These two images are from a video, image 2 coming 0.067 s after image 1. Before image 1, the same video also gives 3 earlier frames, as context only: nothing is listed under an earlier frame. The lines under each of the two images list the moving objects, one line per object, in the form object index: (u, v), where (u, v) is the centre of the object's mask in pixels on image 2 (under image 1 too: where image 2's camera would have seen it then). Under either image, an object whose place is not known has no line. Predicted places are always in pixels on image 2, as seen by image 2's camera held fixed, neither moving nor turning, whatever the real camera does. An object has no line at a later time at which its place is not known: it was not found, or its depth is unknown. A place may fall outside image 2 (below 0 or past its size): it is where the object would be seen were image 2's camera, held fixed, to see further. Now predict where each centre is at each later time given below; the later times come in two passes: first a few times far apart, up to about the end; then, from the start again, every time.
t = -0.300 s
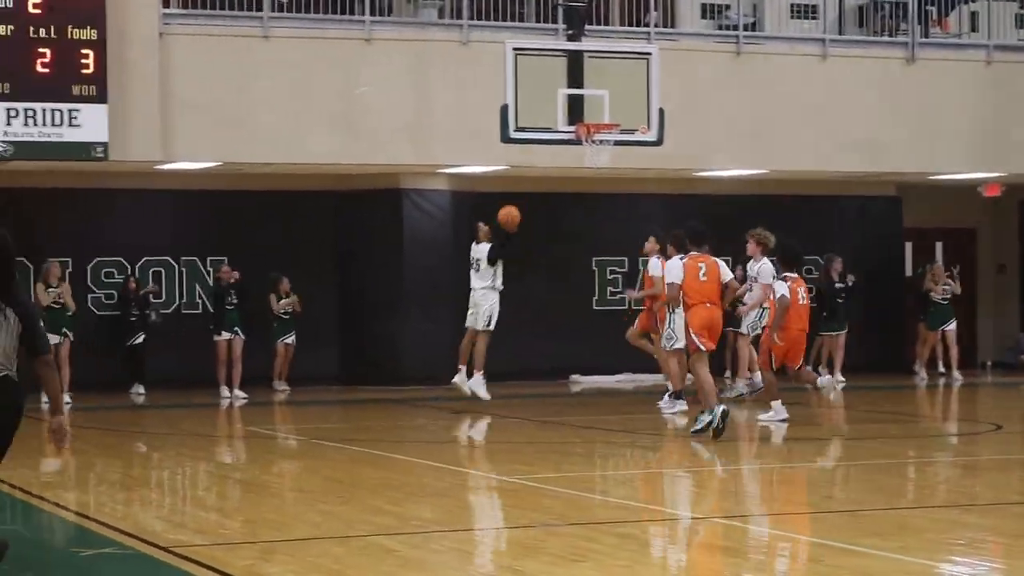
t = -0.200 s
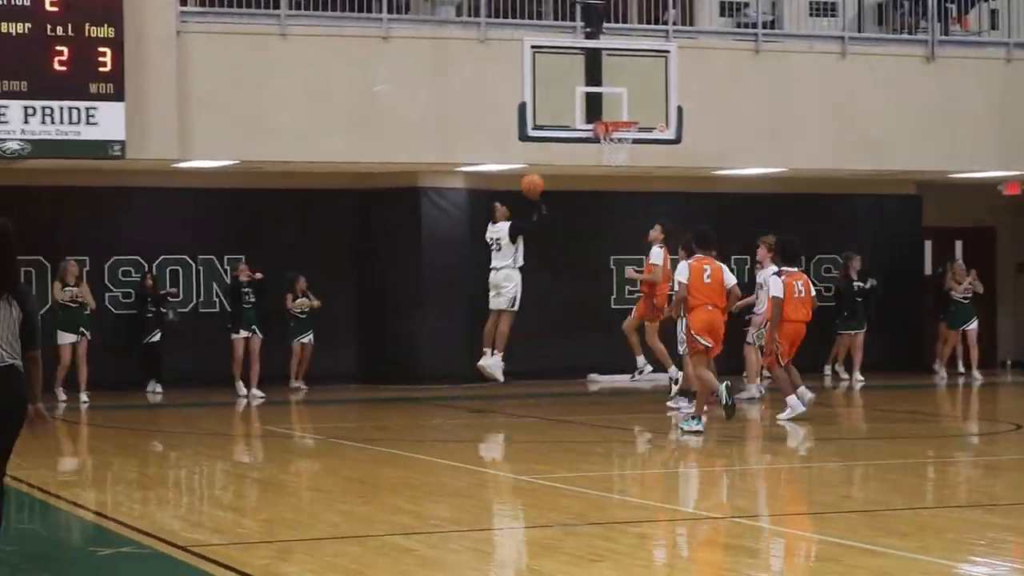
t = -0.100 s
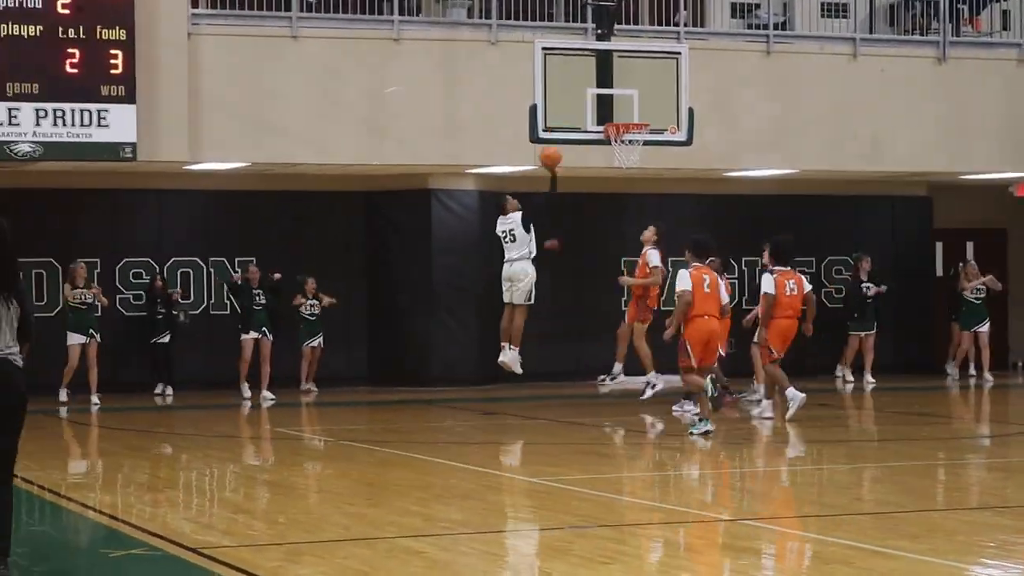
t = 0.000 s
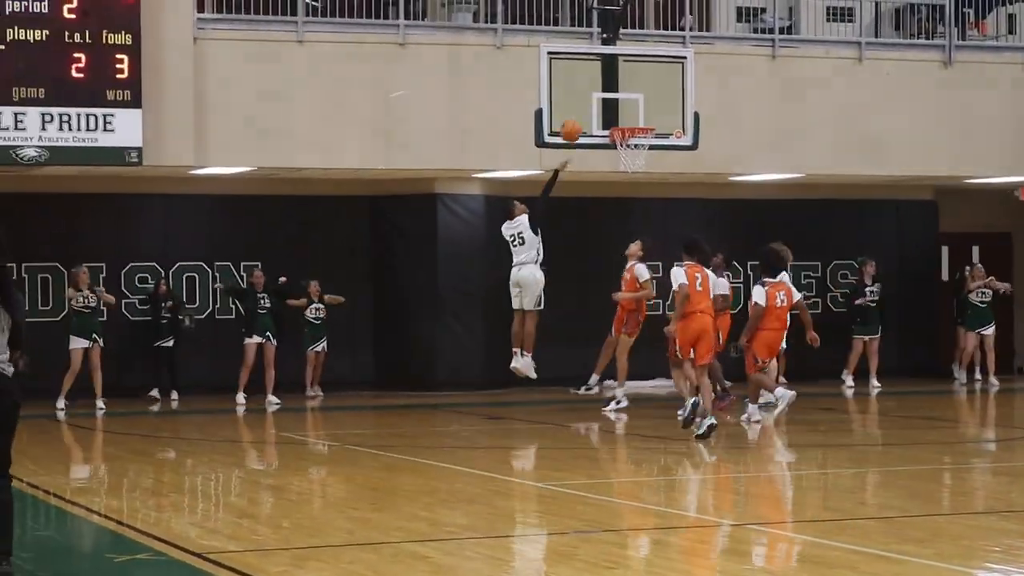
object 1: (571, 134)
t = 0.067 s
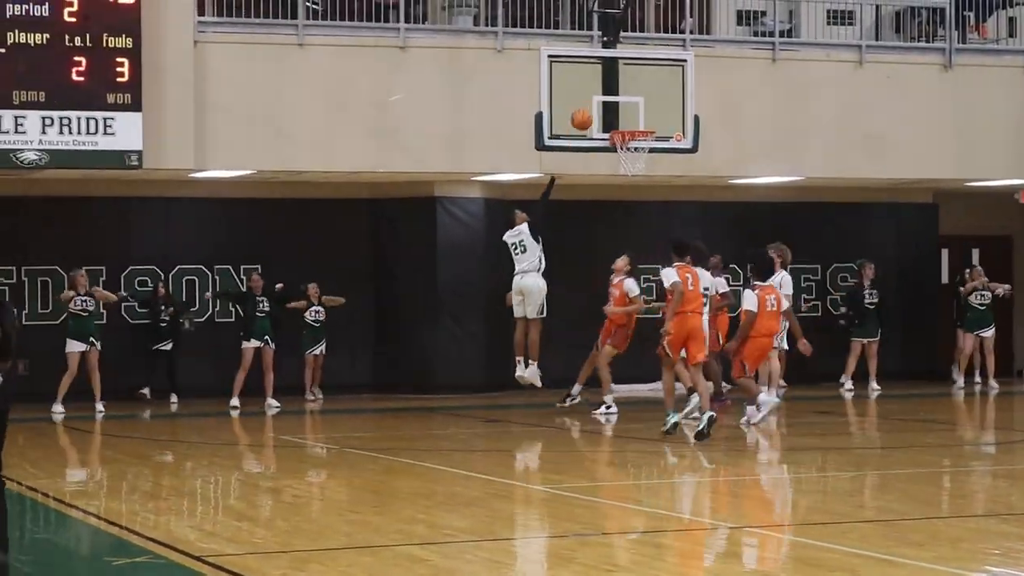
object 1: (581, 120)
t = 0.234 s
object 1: (608, 101)
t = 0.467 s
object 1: (646, 117)
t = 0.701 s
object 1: (632, 112)
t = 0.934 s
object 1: (626, 114)
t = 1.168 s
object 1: (639, 126)
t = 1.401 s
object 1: (643, 171)
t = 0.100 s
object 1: (586, 114)
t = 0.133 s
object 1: (592, 109)
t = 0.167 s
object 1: (597, 106)
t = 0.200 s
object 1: (603, 102)
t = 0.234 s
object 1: (608, 101)
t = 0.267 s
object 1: (614, 100)
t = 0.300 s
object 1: (619, 100)
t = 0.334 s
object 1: (624, 101)
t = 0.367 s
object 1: (630, 104)
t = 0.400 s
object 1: (634, 108)
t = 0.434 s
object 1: (641, 112)
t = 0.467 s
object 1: (646, 117)
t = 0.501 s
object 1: (650, 122)
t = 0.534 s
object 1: (648, 119)
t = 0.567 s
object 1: (644, 116)
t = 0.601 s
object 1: (641, 114)
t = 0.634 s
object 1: (638, 112)
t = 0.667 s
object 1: (635, 112)
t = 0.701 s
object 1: (632, 112)
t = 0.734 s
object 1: (628, 113)
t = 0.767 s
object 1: (624, 117)
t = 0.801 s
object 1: (622, 120)
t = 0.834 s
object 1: (619, 122)
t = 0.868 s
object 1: (620, 120)
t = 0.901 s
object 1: (623, 117)
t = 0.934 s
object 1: (626, 114)
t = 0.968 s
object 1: (627, 114)
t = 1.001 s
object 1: (629, 114)
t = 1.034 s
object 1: (631, 115)
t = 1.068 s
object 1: (633, 117)
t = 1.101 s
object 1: (635, 120)
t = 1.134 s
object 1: (637, 121)
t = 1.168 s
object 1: (639, 126)
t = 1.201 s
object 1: (641, 135)
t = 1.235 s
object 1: (643, 142)
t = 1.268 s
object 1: (644, 146)
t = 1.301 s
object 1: (644, 152)
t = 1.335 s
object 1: (644, 157)
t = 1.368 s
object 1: (643, 160)
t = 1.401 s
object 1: (643, 171)
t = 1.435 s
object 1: (643, 174)
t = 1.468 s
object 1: (641, 179)
